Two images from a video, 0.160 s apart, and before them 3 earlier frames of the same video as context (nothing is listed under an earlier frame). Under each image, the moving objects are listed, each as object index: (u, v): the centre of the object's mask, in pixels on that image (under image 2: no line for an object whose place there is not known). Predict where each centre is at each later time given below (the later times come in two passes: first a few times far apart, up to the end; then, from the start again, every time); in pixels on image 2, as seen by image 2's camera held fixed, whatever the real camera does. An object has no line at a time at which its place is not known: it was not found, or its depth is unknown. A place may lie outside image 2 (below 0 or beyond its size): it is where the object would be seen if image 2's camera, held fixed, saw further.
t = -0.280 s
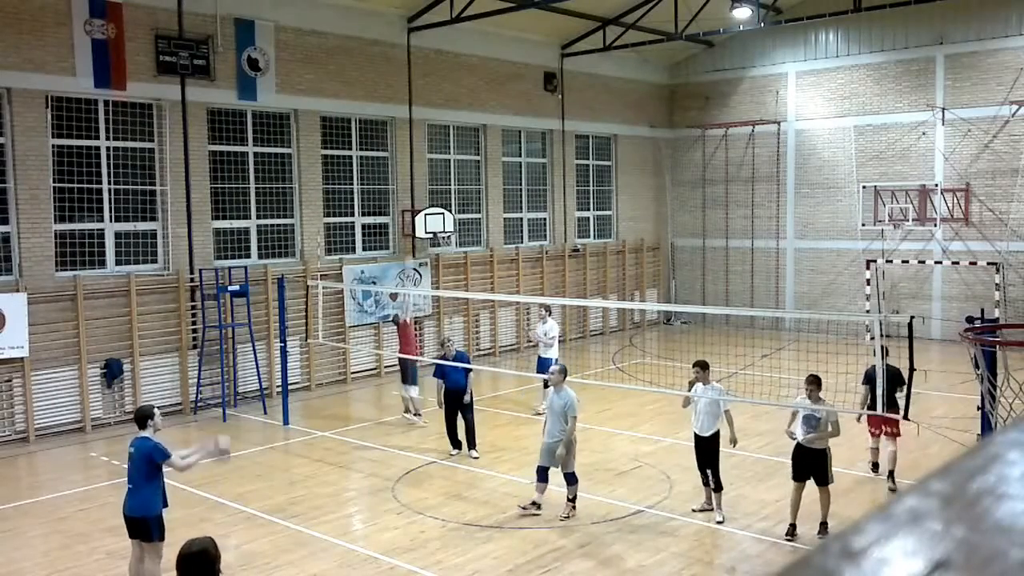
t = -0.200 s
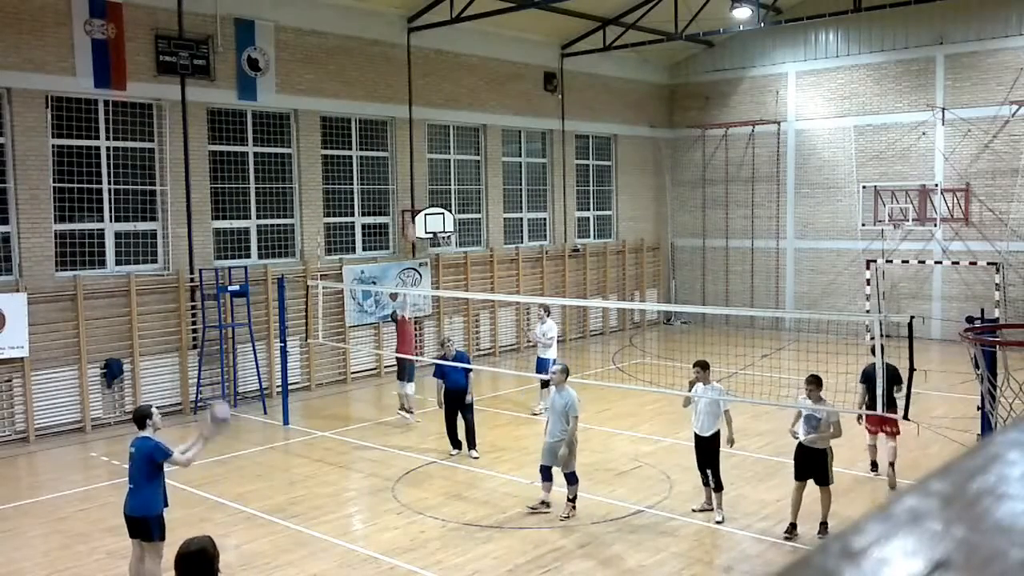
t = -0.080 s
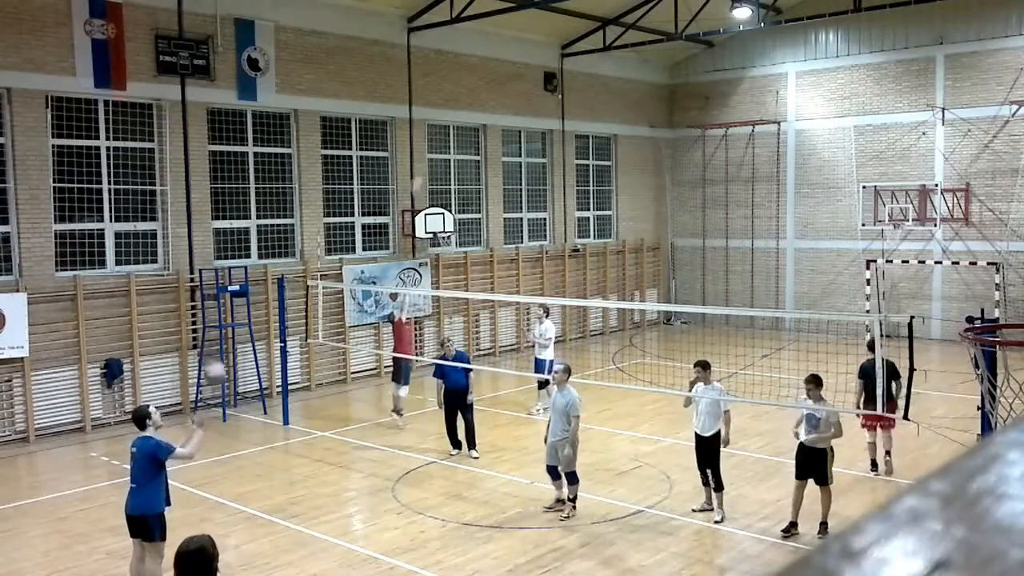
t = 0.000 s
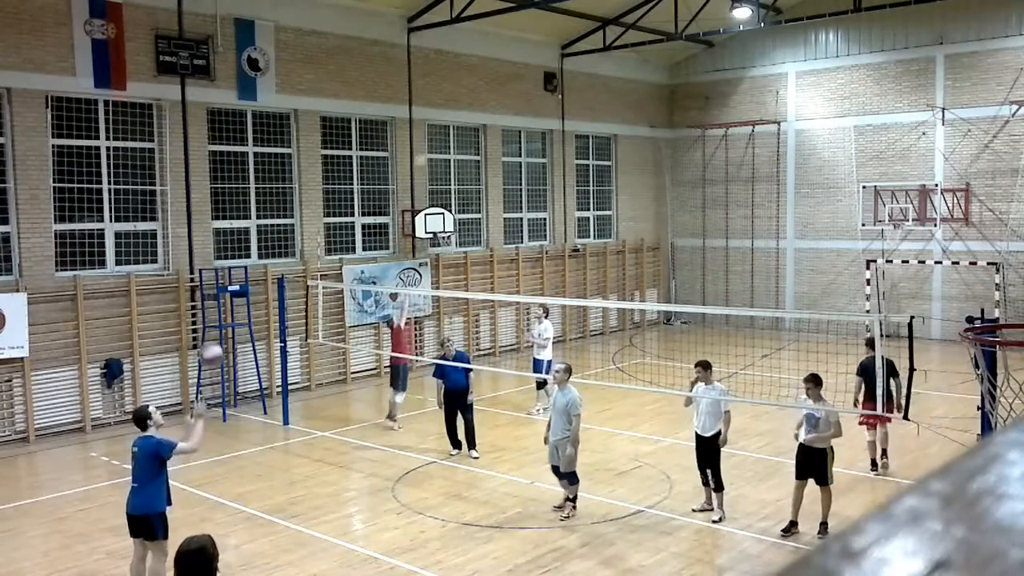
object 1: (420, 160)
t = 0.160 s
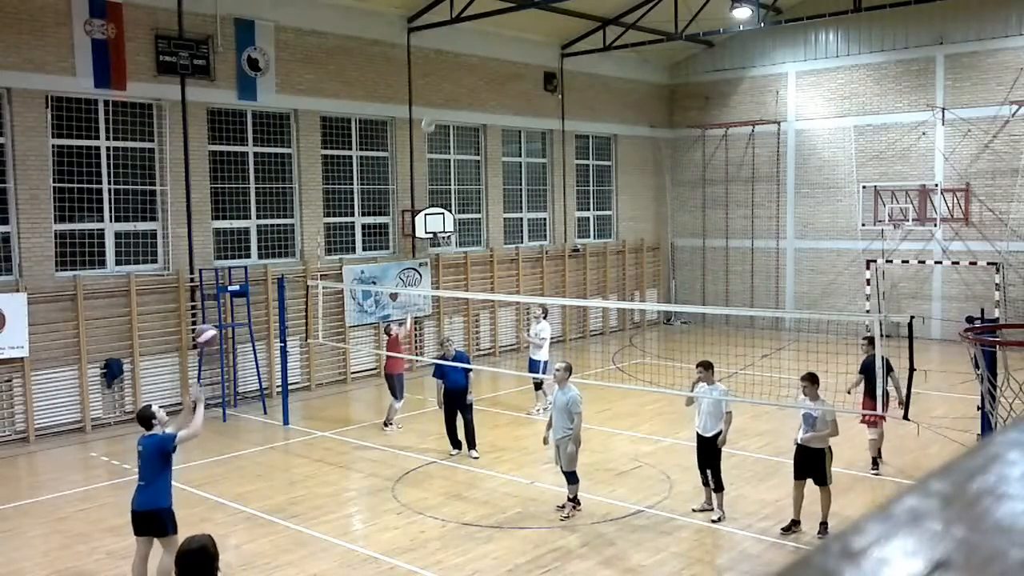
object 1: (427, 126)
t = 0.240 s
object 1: (431, 111)
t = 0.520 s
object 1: (446, 99)
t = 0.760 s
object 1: (459, 124)
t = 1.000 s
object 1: (472, 185)
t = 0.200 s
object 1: (429, 118)
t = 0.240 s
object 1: (431, 111)
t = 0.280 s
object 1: (434, 107)
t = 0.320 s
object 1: (435, 103)
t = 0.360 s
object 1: (438, 100)
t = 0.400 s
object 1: (439, 99)
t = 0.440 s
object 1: (441, 98)
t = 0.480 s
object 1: (443, 98)
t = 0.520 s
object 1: (446, 99)
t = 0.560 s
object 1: (448, 100)
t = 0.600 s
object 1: (450, 103)
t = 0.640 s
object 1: (452, 106)
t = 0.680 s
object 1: (454, 111)
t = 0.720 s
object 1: (455, 117)
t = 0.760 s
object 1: (459, 124)
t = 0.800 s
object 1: (461, 131)
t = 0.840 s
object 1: (464, 141)
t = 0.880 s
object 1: (466, 149)
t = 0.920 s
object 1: (468, 159)
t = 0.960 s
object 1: (471, 172)
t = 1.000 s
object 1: (472, 185)
